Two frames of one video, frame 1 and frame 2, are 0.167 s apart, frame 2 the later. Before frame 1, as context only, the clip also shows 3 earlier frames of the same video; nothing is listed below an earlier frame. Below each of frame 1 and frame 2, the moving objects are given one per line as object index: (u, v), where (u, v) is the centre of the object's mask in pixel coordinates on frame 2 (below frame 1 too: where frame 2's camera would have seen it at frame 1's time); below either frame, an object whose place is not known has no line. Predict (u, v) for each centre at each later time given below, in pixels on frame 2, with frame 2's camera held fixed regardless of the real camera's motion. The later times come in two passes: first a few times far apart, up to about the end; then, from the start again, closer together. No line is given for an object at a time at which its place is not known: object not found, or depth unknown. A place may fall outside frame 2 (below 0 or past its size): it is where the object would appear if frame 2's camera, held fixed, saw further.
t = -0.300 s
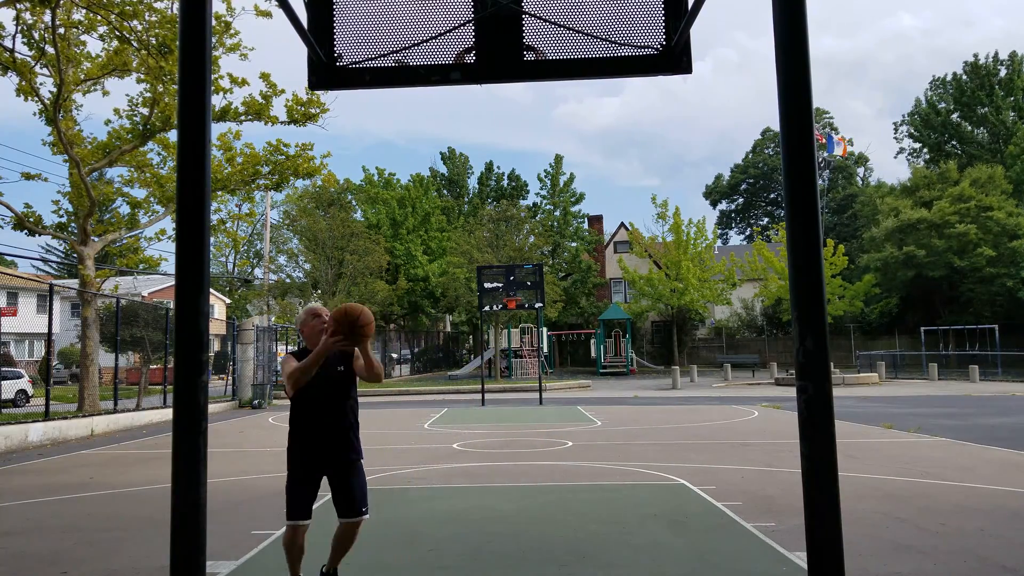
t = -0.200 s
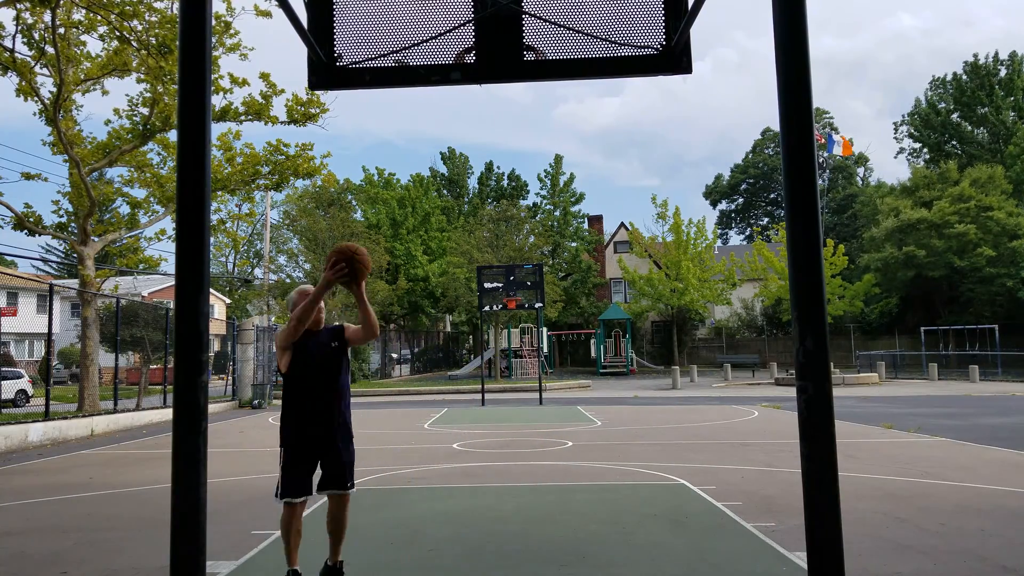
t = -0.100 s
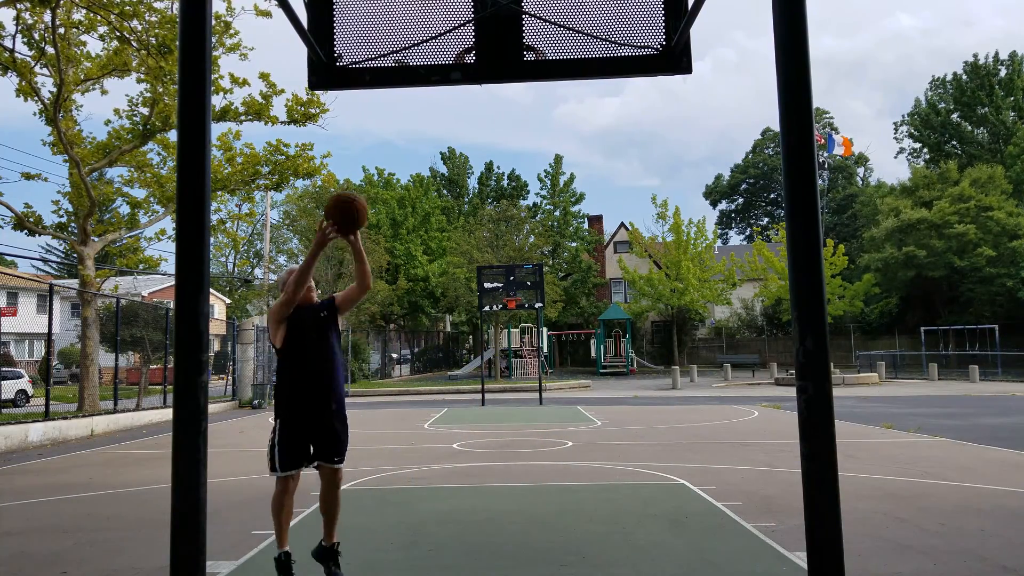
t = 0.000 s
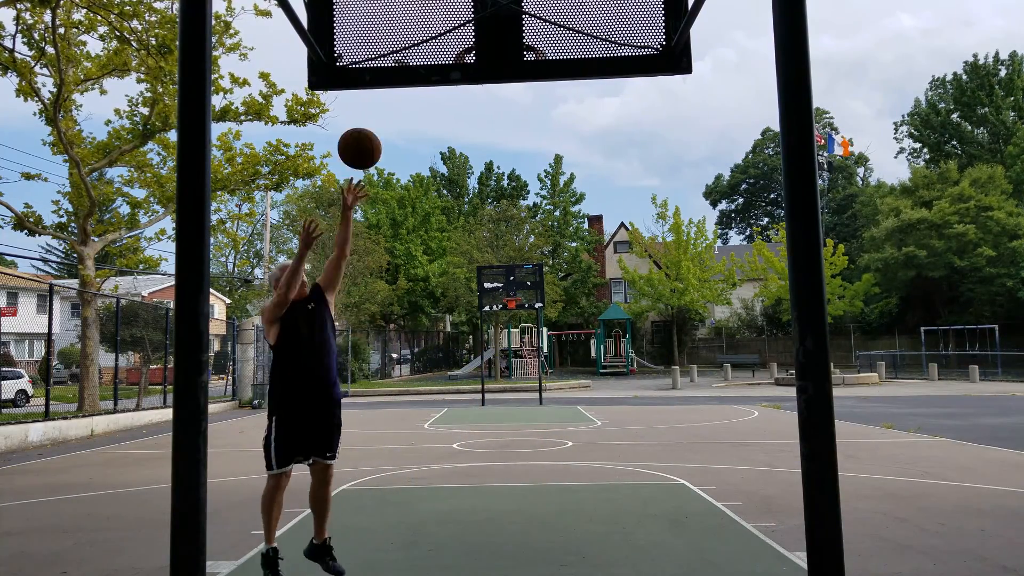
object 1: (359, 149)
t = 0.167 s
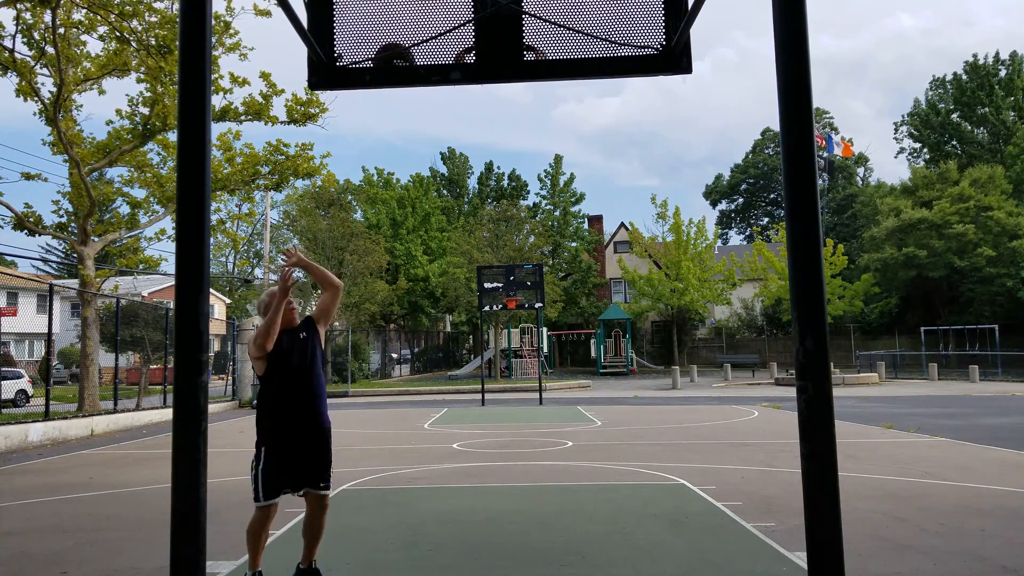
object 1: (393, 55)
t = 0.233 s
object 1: (408, 43)
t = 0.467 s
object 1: (458, 26)
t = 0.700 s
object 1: (519, 106)
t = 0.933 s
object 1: (586, 299)
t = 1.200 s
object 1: (657, 550)
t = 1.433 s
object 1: (653, 348)
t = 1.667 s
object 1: (655, 252)
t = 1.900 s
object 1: (661, 256)
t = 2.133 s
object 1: (674, 366)
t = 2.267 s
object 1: (684, 482)
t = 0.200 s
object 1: (401, 49)
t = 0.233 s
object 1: (408, 43)
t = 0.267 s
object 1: (415, 35)
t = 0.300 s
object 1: (423, 29)
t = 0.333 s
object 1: (430, 24)
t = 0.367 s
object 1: (438, 22)
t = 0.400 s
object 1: (445, 21)
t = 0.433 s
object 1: (452, 22)
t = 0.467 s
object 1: (458, 26)
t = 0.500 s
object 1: (462, 30)
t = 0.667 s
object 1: (511, 96)
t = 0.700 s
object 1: (519, 106)
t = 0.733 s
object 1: (528, 126)
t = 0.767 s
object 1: (537, 149)
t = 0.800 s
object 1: (547, 174)
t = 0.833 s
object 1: (556, 201)
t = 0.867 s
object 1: (566, 231)
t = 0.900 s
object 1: (576, 264)
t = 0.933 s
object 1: (586, 299)
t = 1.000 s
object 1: (607, 380)
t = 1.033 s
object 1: (618, 425)
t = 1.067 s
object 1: (630, 475)
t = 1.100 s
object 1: (641, 528)
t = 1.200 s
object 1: (657, 550)
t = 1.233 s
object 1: (656, 515)
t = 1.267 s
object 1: (655, 481)
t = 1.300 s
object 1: (655, 450)
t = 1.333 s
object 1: (654, 421)
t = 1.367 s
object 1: (654, 394)
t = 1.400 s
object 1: (654, 370)
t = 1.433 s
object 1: (653, 348)
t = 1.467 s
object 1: (654, 329)
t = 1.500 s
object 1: (654, 311)
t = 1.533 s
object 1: (654, 295)
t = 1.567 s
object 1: (654, 281)
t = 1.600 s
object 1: (654, 269)
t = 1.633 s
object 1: (654, 260)
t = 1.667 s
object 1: (655, 252)
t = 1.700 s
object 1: (656, 247)
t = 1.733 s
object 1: (656, 243)
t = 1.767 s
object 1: (657, 242)
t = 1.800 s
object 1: (658, 242)
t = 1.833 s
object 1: (659, 245)
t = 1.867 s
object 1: (660, 249)
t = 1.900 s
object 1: (661, 256)
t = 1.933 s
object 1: (663, 265)
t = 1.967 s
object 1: (664, 276)
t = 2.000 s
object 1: (666, 290)
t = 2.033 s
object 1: (668, 304)
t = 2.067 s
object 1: (670, 323)
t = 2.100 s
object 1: (672, 343)
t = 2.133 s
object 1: (674, 366)
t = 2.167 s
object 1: (676, 391)
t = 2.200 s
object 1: (678, 419)
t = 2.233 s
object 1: (681, 449)
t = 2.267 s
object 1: (684, 482)
